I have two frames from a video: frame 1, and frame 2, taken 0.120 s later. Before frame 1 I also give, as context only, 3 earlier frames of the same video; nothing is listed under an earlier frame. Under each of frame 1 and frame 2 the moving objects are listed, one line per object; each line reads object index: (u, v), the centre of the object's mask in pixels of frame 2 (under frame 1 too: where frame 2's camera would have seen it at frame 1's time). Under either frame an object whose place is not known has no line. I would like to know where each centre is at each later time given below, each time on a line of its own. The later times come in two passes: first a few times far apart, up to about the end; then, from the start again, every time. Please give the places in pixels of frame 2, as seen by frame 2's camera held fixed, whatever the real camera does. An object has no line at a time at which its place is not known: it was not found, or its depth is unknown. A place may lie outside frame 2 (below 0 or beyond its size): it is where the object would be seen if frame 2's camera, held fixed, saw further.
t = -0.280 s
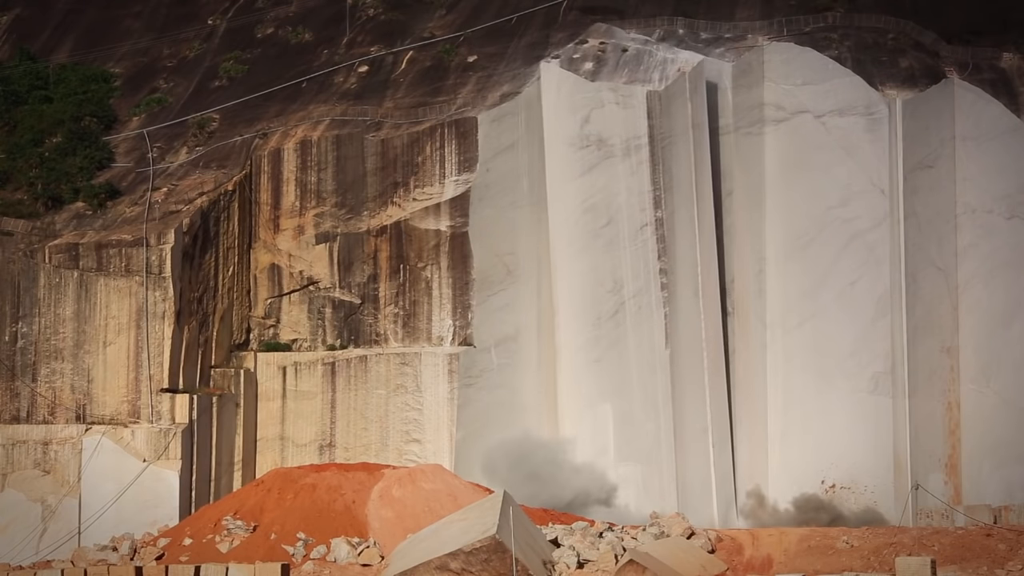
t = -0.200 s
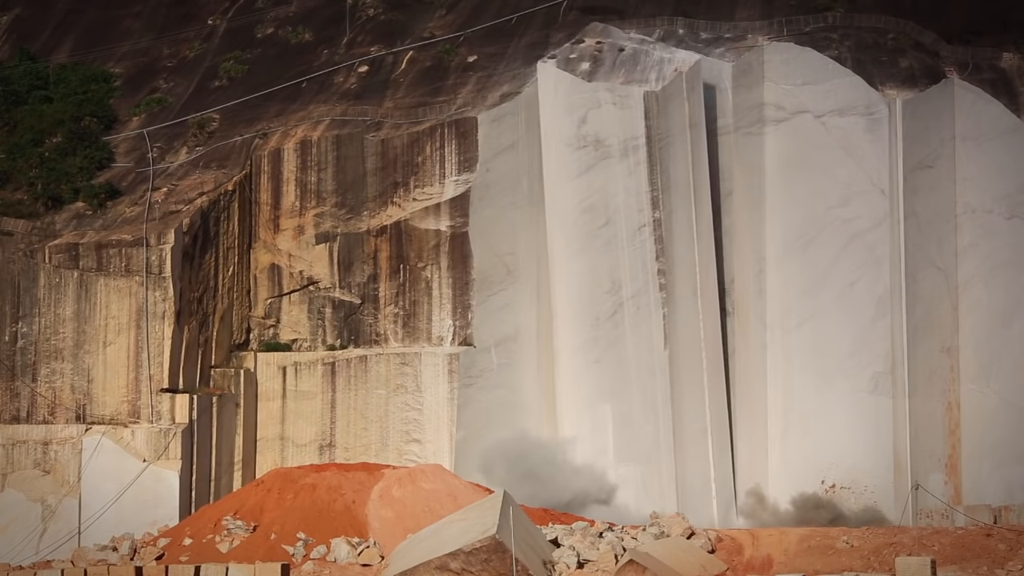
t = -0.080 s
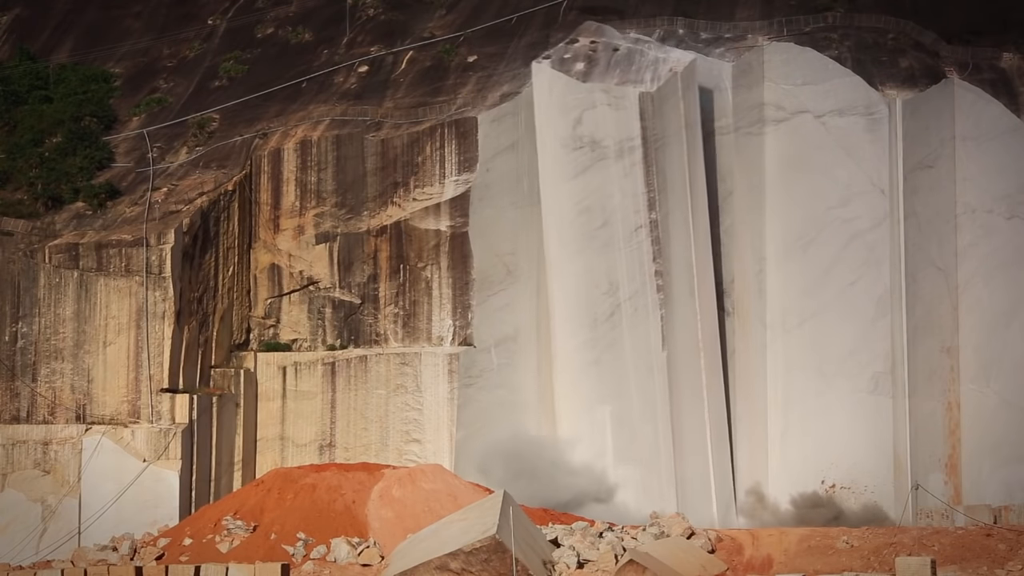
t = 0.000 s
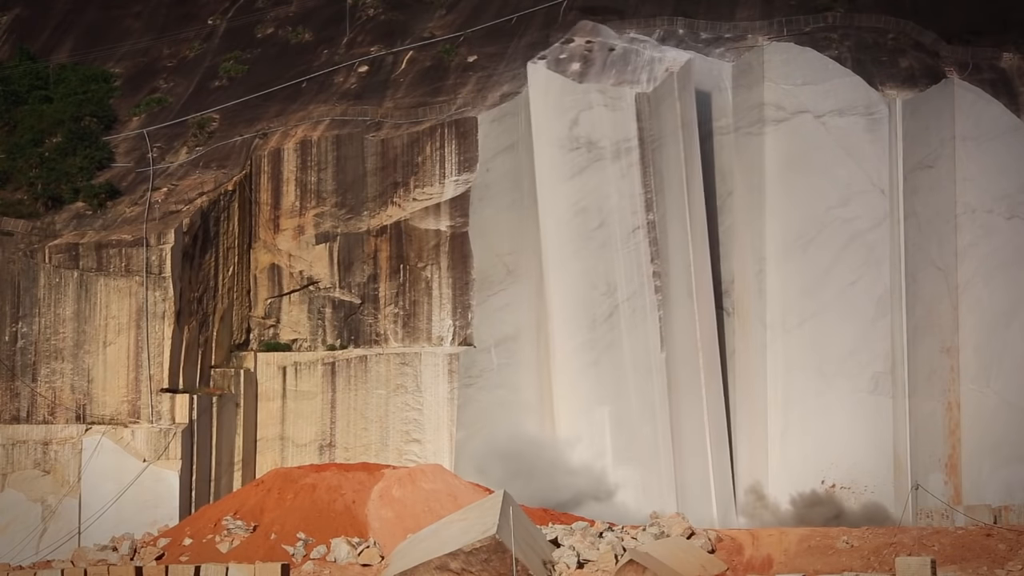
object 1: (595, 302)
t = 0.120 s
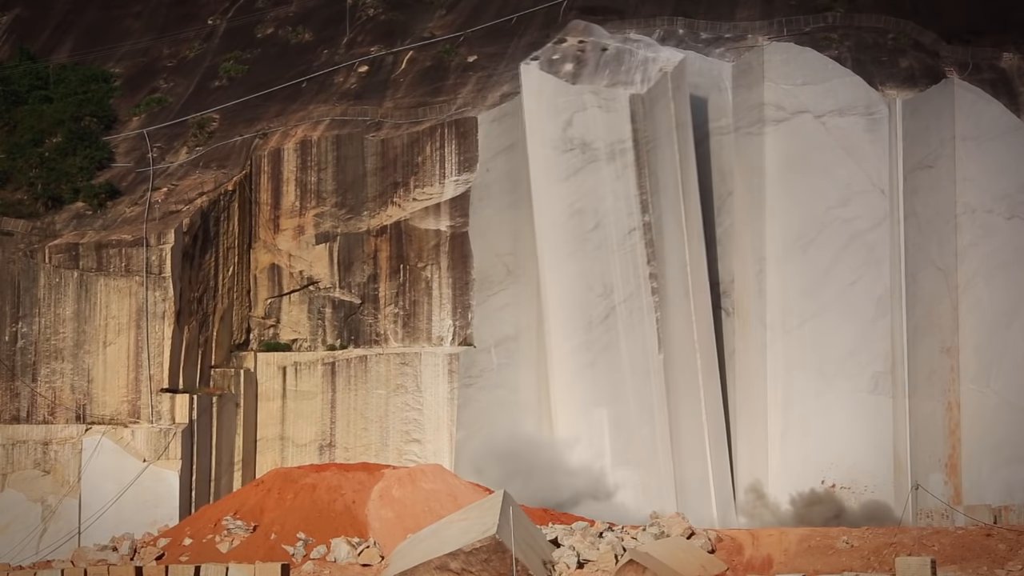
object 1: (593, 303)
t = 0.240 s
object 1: (591, 304)
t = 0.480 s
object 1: (586, 311)
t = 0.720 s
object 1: (579, 318)
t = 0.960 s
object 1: (571, 323)
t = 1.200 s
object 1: (560, 326)
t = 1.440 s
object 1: (527, 309)
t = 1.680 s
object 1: (500, 327)
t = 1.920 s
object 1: (467, 370)
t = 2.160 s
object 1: (411, 419)
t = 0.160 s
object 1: (593, 303)
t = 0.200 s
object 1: (592, 304)
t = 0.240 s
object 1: (591, 304)
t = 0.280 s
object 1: (591, 306)
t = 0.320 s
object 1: (590, 306)
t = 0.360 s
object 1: (589, 309)
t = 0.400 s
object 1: (588, 309)
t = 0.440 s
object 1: (587, 310)
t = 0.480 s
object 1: (586, 311)
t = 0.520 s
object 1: (585, 311)
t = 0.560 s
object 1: (584, 313)
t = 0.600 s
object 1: (583, 313)
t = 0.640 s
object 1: (582, 314)
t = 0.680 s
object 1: (581, 314)
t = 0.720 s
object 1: (579, 318)
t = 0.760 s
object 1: (578, 317)
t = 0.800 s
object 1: (576, 320)
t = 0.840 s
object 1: (575, 322)
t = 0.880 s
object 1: (574, 322)
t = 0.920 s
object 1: (573, 323)
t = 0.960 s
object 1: (571, 323)
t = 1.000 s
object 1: (569, 323)
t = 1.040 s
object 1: (568, 323)
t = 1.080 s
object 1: (566, 324)
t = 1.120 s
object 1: (564, 324)
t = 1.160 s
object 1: (562, 325)
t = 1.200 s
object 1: (560, 326)
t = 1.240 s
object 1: (558, 327)
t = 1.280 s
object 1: (543, 301)
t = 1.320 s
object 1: (539, 302)
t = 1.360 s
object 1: (535, 305)
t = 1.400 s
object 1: (530, 307)
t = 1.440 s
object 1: (527, 309)
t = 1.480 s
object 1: (523, 310)
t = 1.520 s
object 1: (519, 314)
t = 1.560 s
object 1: (514, 317)
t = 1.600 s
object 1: (509, 319)
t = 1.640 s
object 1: (505, 323)
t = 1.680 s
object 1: (500, 327)
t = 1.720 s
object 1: (497, 334)
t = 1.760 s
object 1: (493, 343)
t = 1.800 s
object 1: (485, 349)
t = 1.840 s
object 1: (481, 357)
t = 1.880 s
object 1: (472, 362)
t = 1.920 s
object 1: (467, 370)
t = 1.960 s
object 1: (456, 379)
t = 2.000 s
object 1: (447, 387)
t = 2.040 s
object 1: (442, 395)
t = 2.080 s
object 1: (432, 403)
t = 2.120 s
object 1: (423, 410)
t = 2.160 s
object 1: (411, 419)
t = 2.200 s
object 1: (351, 422)
